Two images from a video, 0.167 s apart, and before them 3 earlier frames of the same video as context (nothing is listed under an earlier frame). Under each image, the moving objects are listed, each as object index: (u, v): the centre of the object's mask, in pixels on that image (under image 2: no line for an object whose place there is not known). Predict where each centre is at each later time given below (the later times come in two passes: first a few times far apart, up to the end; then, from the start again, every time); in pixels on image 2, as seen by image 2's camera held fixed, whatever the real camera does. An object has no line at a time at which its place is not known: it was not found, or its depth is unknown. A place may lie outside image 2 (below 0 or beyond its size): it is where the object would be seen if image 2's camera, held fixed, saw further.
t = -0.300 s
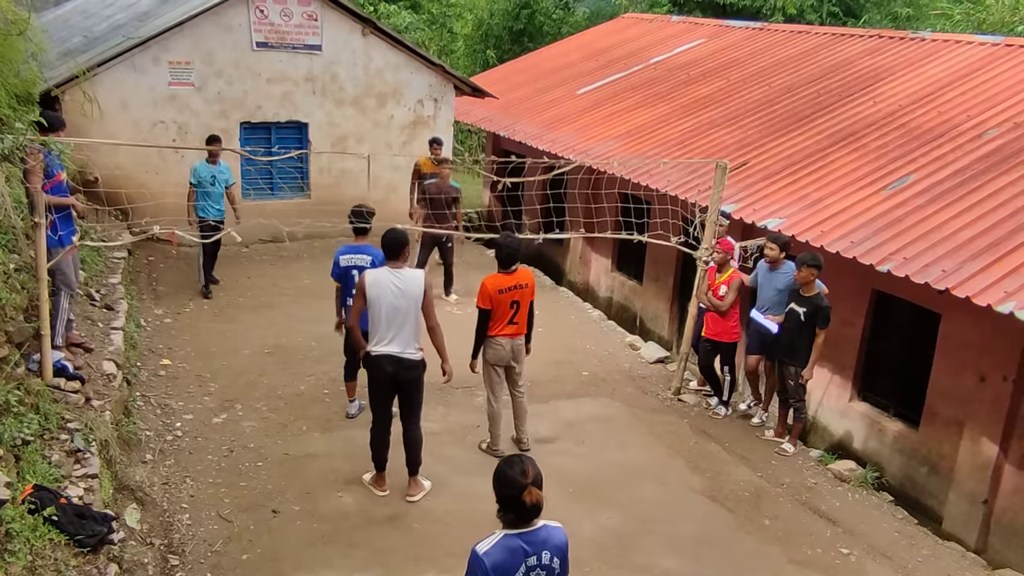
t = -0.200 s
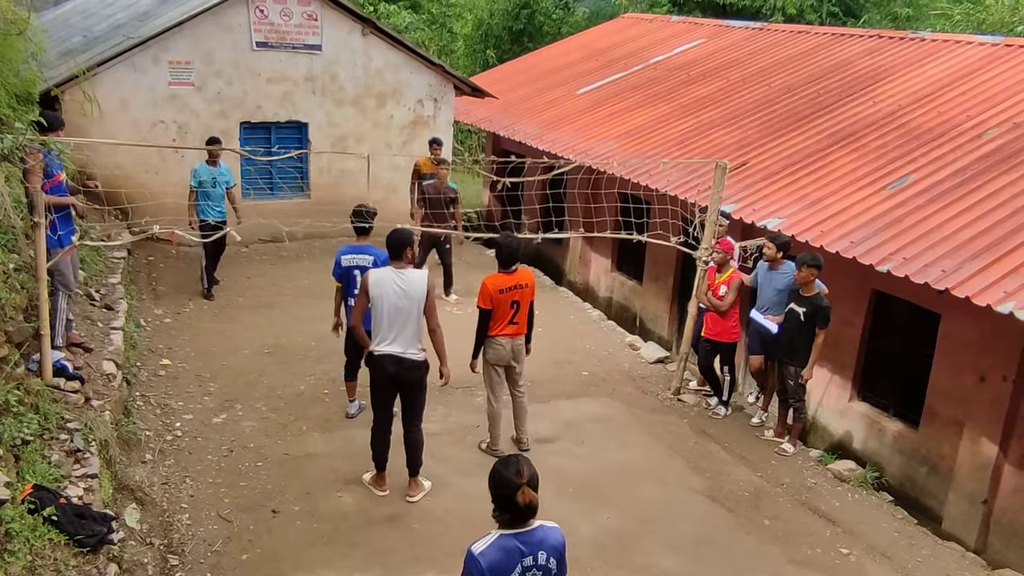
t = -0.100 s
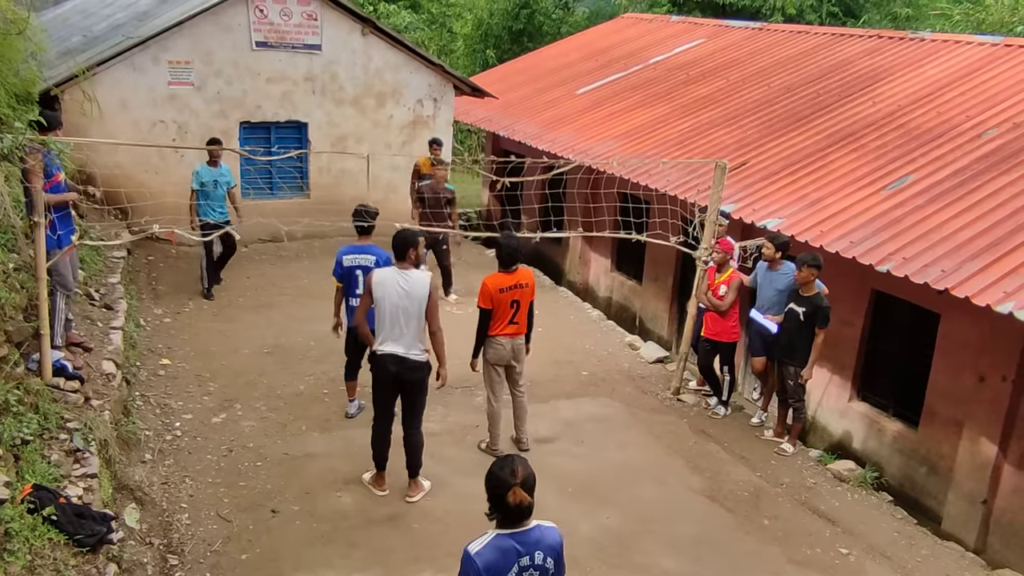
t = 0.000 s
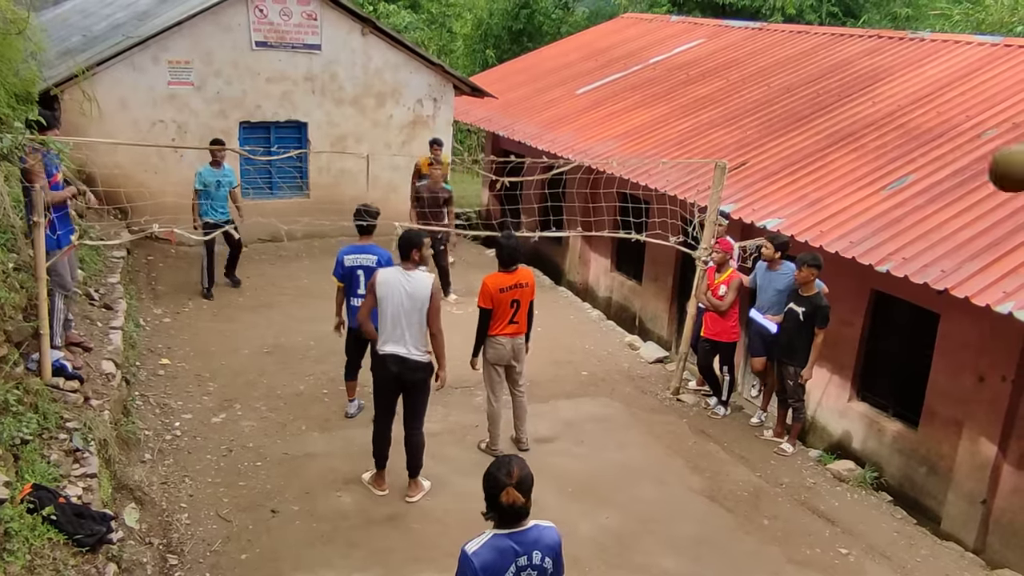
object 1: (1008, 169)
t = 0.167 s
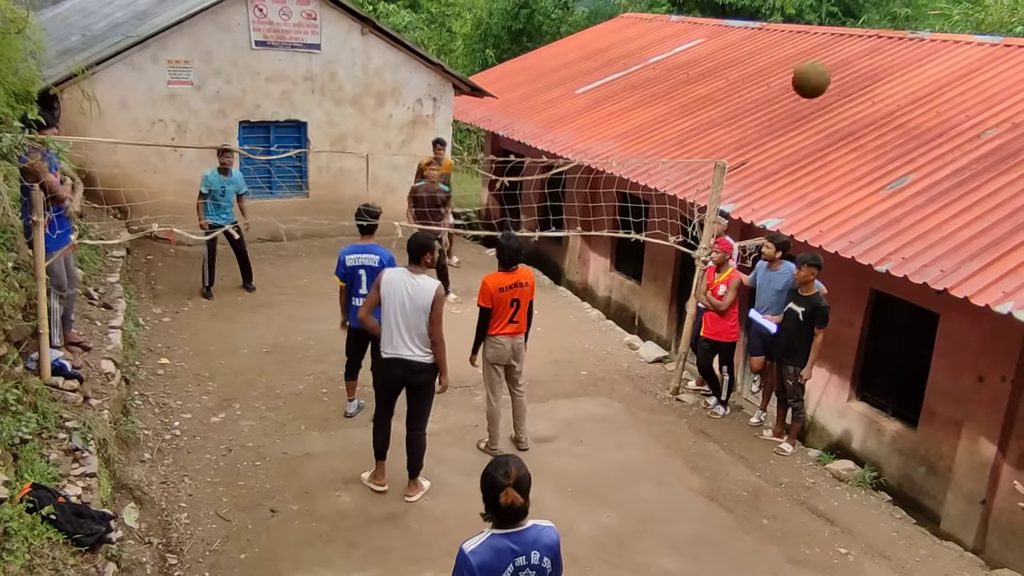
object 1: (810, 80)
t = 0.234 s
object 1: (751, 68)
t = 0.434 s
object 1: (620, 83)
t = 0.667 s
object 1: (523, 149)
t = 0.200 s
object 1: (779, 72)
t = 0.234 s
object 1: (751, 68)
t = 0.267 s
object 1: (725, 66)
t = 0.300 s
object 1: (700, 66)
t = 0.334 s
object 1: (678, 67)
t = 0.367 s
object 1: (657, 70)
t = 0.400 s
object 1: (638, 77)
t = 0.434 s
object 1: (620, 83)
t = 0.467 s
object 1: (603, 89)
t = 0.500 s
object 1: (587, 97)
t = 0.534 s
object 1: (572, 106)
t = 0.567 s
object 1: (559, 116)
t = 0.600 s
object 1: (546, 127)
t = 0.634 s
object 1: (534, 138)
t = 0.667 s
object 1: (523, 149)
